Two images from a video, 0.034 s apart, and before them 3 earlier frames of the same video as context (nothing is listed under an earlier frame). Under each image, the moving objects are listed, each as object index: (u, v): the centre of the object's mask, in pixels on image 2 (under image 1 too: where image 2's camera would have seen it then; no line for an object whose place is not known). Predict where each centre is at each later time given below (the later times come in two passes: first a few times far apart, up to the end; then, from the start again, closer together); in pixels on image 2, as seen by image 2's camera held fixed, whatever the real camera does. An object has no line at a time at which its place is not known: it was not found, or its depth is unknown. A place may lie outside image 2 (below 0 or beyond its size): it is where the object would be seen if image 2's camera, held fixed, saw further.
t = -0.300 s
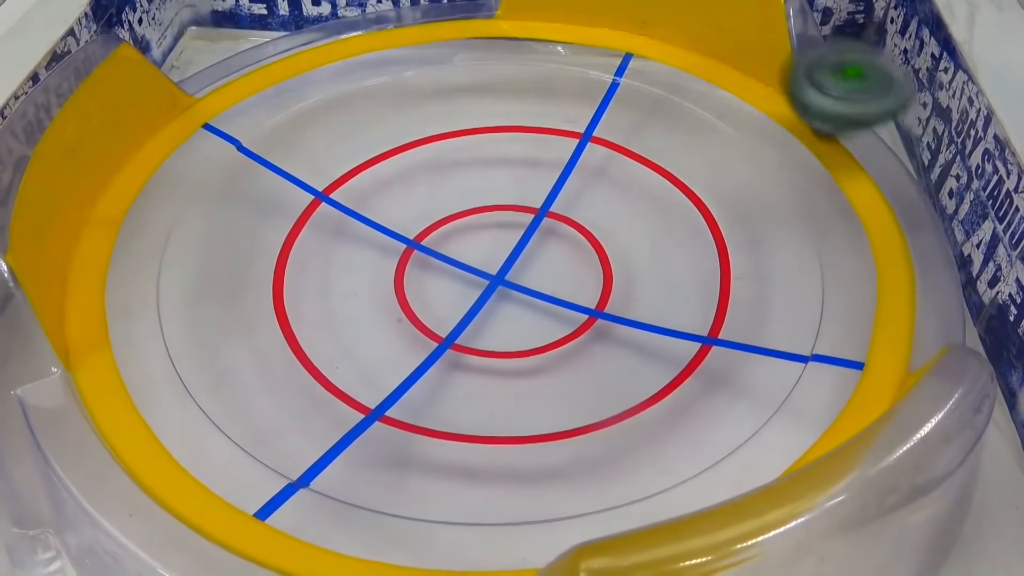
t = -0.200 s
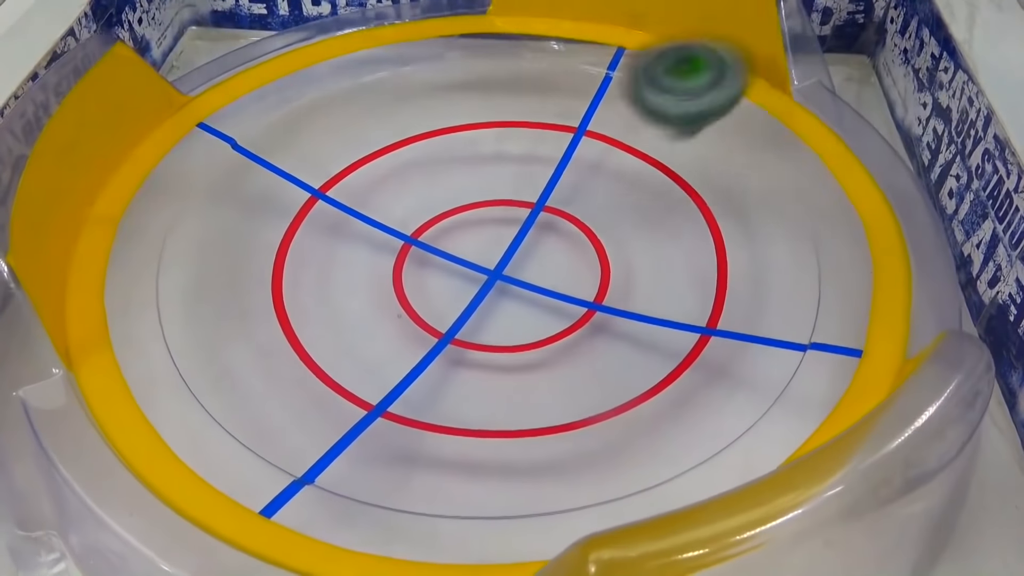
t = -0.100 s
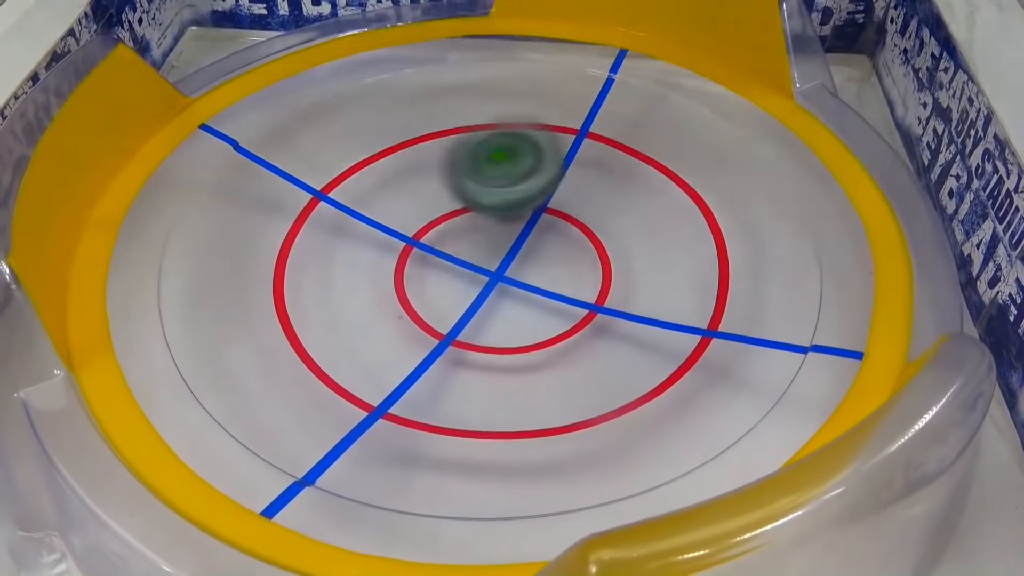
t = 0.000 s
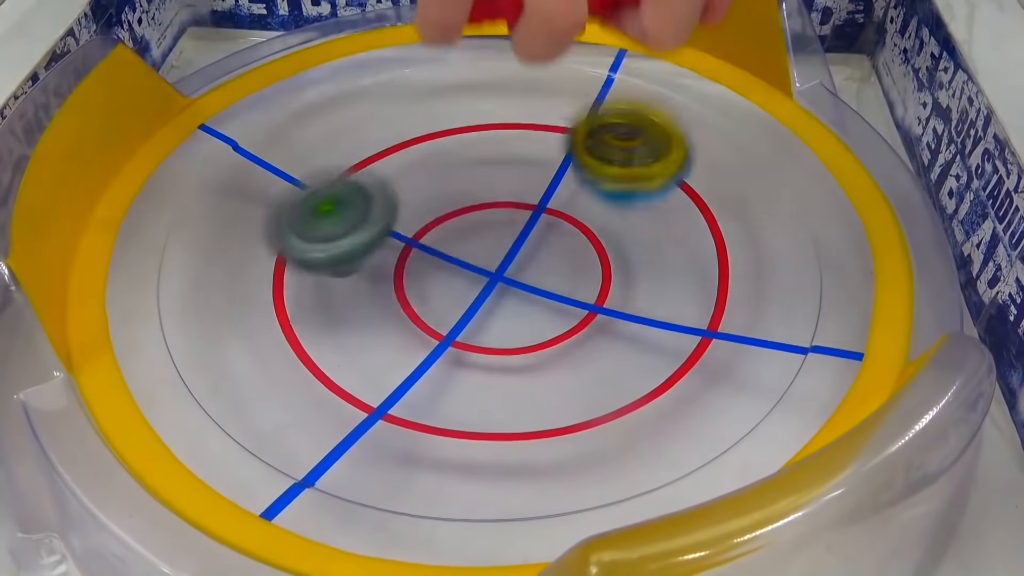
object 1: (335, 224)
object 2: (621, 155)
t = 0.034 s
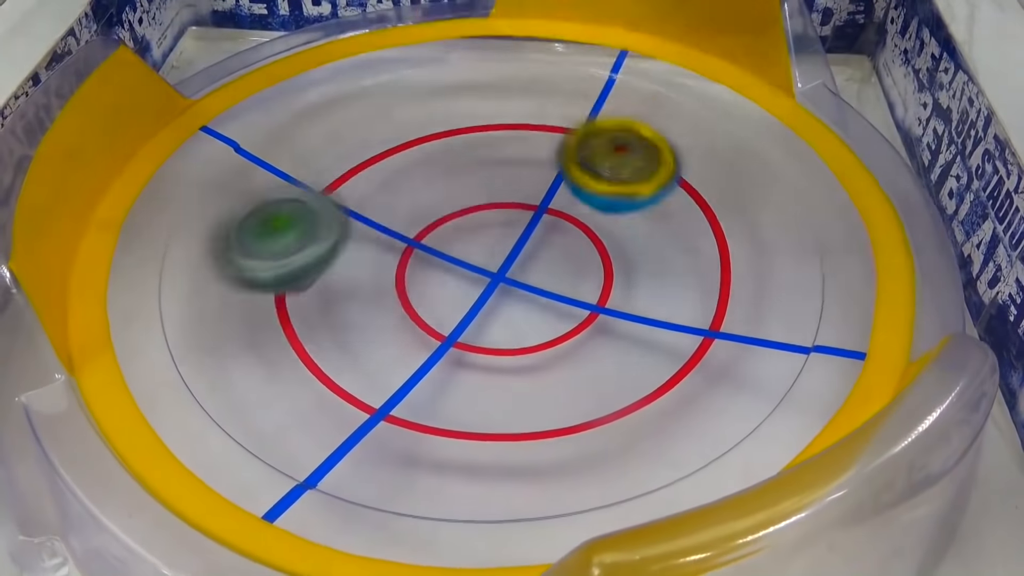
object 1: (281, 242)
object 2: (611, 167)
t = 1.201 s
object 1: (196, 177)
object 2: (431, 159)
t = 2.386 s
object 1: (330, 239)
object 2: (327, 381)
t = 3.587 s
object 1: (469, 293)
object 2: (813, 243)
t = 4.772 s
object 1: (545, 204)
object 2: (488, 33)
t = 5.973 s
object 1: (493, 227)
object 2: (226, 146)
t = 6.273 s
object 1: (465, 223)
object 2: (538, 382)
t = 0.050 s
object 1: (258, 249)
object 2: (606, 160)
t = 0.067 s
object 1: (238, 248)
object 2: (597, 157)
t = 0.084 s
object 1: (220, 259)
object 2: (587, 159)
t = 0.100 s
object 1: (204, 276)
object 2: (579, 168)
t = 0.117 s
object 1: (187, 283)
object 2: (566, 183)
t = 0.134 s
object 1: (175, 292)
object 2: (553, 193)
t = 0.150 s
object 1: (168, 305)
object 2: (542, 186)
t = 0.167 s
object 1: (168, 313)
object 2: (528, 186)
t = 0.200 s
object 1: (175, 337)
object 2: (499, 199)
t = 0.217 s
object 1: (184, 348)
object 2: (485, 207)
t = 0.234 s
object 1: (198, 358)
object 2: (472, 206)
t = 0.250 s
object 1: (212, 373)
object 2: (460, 211)
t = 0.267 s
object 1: (235, 383)
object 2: (450, 213)
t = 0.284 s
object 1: (261, 397)
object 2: (441, 215)
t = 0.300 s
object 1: (292, 403)
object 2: (432, 218)
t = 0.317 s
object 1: (322, 409)
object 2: (418, 224)
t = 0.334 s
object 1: (356, 417)
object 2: (412, 223)
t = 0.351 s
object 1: (388, 416)
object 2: (404, 228)
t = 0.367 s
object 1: (424, 420)
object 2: (400, 230)
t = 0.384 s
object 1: (458, 415)
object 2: (395, 230)
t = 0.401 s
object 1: (496, 411)
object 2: (389, 237)
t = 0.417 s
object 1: (535, 411)
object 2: (387, 242)
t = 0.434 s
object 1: (567, 402)
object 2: (385, 245)
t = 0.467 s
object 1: (632, 383)
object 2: (390, 251)
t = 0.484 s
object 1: (661, 370)
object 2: (393, 258)
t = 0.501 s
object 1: (690, 356)
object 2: (397, 258)
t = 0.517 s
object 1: (716, 339)
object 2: (402, 259)
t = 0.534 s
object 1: (739, 323)
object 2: (406, 264)
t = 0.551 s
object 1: (758, 307)
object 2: (419, 271)
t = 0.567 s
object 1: (774, 292)
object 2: (427, 271)
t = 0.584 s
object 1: (785, 274)
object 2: (438, 276)
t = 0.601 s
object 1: (794, 252)
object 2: (449, 273)
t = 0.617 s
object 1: (797, 239)
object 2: (464, 274)
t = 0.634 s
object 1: (798, 221)
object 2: (476, 276)
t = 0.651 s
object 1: (796, 204)
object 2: (490, 273)
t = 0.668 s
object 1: (792, 183)
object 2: (503, 274)
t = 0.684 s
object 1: (784, 169)
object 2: (517, 270)
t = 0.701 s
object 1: (774, 154)
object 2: (531, 267)
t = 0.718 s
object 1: (762, 141)
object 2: (545, 267)
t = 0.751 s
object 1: (732, 118)
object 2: (567, 258)
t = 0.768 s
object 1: (714, 108)
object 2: (580, 250)
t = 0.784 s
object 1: (695, 100)
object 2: (586, 244)
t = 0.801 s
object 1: (676, 92)
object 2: (596, 241)
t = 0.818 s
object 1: (657, 85)
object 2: (603, 229)
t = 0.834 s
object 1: (633, 80)
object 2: (612, 224)
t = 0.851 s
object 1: (612, 75)
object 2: (615, 222)
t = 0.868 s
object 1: (590, 71)
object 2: (617, 213)
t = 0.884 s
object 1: (566, 67)
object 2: (618, 205)
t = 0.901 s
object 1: (543, 64)
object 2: (619, 202)
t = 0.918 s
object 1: (518, 64)
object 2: (615, 192)
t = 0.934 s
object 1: (495, 64)
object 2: (613, 187)
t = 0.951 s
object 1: (471, 63)
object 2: (609, 187)
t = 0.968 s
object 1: (446, 68)
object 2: (602, 177)
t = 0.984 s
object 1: (421, 69)
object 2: (596, 174)
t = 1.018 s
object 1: (373, 74)
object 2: (576, 166)
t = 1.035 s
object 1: (351, 77)
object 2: (564, 165)
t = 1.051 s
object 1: (329, 80)
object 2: (551, 161)
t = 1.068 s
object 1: (308, 90)
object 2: (538, 157)
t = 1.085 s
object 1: (289, 96)
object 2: (525, 155)
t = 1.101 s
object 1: (271, 103)
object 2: (511, 153)
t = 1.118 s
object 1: (252, 112)
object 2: (498, 151)
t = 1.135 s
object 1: (236, 120)
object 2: (485, 151)
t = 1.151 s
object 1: (222, 132)
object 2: (470, 150)
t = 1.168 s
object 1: (209, 146)
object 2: (458, 153)
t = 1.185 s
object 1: (201, 159)
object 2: (443, 155)
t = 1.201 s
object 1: (196, 177)
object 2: (431, 159)
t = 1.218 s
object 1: (192, 194)
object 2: (418, 160)
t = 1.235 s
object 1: (191, 209)
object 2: (407, 167)
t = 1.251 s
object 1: (189, 230)
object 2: (396, 171)
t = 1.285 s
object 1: (198, 268)
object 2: (378, 184)
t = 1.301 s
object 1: (206, 289)
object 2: (371, 189)
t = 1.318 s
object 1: (217, 307)
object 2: (362, 199)
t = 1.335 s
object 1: (233, 327)
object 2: (357, 209)
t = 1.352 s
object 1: (251, 343)
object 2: (350, 220)
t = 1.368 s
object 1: (276, 360)
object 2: (347, 231)
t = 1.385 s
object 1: (300, 376)
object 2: (348, 243)
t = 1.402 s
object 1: (326, 392)
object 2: (346, 256)
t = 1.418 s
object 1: (354, 405)
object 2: (349, 261)
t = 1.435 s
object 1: (385, 414)
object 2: (353, 276)
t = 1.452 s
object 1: (419, 423)
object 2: (361, 292)
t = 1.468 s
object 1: (453, 427)
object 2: (371, 304)
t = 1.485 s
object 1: (486, 429)
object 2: (379, 315)
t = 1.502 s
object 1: (518, 427)
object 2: (393, 321)
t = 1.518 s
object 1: (550, 423)
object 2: (407, 332)
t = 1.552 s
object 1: (609, 411)
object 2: (447, 351)
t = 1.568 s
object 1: (635, 399)
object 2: (466, 357)
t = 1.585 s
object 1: (658, 388)
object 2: (486, 358)
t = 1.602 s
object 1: (684, 374)
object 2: (506, 362)
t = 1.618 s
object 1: (716, 362)
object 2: (517, 360)
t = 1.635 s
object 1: (743, 351)
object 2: (532, 348)
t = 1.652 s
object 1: (766, 339)
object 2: (545, 340)
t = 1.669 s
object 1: (787, 321)
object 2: (555, 339)
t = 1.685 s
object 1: (803, 305)
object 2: (565, 329)
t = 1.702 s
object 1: (808, 291)
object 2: (579, 320)
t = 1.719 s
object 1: (811, 273)
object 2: (591, 309)
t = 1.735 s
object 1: (812, 257)
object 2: (603, 294)
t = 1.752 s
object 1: (809, 238)
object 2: (611, 283)
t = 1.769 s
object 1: (804, 223)
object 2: (617, 268)
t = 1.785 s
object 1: (794, 207)
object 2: (624, 255)
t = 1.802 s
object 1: (784, 192)
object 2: (629, 238)
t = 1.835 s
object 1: (764, 161)
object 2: (625, 207)
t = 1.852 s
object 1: (774, 143)
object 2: (603, 192)
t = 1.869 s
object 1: (777, 126)
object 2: (577, 182)
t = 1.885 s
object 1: (777, 112)
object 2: (554, 168)
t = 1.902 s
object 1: (775, 97)
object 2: (528, 156)
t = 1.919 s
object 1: (770, 83)
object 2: (506, 146)
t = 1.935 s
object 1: (762, 73)
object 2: (478, 137)
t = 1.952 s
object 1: (743, 73)
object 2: (455, 127)
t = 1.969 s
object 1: (728, 73)
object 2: (433, 115)
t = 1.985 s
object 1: (709, 71)
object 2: (410, 106)
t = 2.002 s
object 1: (690, 73)
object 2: (389, 102)
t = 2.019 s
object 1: (670, 76)
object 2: (366, 95)
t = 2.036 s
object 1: (649, 76)
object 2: (348, 93)
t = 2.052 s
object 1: (628, 79)
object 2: (326, 86)
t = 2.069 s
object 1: (608, 81)
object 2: (308, 86)
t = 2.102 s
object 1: (566, 84)
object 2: (270, 86)
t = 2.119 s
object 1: (545, 87)
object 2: (254, 91)
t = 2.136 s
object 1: (523, 91)
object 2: (247, 98)
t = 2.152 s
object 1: (501, 98)
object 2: (242, 112)
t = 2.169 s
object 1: (480, 102)
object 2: (234, 123)
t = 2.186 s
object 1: (460, 110)
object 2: (229, 138)
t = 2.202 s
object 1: (442, 116)
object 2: (226, 151)
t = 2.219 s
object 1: (424, 125)
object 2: (222, 171)
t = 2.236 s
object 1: (408, 134)
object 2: (218, 189)
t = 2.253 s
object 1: (393, 145)
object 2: (218, 209)
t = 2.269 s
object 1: (380, 155)
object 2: (222, 229)
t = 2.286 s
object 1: (367, 166)
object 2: (226, 255)
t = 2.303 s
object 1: (356, 175)
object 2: (228, 275)
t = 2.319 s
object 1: (346, 187)
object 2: (241, 299)
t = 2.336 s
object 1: (340, 202)
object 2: (256, 317)
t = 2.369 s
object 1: (331, 230)
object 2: (299, 362)
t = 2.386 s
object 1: (330, 239)
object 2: (327, 381)
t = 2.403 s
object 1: (330, 254)
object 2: (360, 397)
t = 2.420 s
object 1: (331, 267)
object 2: (401, 415)
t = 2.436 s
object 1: (336, 280)
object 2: (438, 423)
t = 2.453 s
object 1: (340, 292)
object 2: (473, 428)
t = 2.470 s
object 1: (348, 300)
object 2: (513, 435)
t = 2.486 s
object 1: (356, 311)
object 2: (552, 428)
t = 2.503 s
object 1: (366, 317)
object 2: (590, 426)
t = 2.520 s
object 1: (377, 323)
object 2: (633, 427)
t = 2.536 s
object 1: (390, 332)
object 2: (667, 414)
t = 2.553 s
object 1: (401, 335)
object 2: (696, 400)
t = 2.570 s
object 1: (416, 341)
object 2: (727, 391)
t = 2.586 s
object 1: (432, 342)
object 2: (750, 381)
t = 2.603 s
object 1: (448, 344)
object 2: (769, 358)
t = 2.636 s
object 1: (487, 344)
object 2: (802, 323)
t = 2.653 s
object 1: (504, 342)
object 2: (806, 298)
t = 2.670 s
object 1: (520, 340)
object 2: (807, 277)
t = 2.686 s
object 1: (537, 335)
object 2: (804, 257)
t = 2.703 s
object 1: (553, 329)
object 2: (802, 234)
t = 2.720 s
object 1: (565, 324)
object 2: (797, 212)
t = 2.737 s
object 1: (579, 316)
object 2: (788, 192)
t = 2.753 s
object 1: (590, 309)
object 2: (778, 171)
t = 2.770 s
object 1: (596, 299)
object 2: (769, 153)
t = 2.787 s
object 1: (602, 291)
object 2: (757, 133)
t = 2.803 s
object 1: (606, 281)
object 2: (743, 117)
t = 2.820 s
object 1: (610, 272)
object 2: (727, 101)
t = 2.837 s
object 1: (610, 264)
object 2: (710, 88)
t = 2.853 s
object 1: (611, 253)
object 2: (691, 74)
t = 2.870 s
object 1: (609, 245)
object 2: (673, 65)
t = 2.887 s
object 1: (608, 238)
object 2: (650, 58)
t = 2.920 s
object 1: (601, 220)
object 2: (595, 45)
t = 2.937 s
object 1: (594, 213)
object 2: (569, 40)
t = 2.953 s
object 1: (588, 206)
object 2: (542, 33)
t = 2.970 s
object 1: (578, 201)
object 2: (513, 33)
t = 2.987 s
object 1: (571, 195)
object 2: (485, 32)
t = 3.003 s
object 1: (561, 190)
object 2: (455, 33)
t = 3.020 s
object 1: (552, 185)
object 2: (428, 36)
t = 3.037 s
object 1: (540, 180)
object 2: (398, 41)
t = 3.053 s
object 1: (528, 176)
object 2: (367, 48)
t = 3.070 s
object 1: (515, 174)
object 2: (339, 56)
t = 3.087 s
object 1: (502, 171)
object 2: (313, 66)
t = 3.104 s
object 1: (489, 169)
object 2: (290, 78)
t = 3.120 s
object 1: (477, 167)
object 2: (269, 88)
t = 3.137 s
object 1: (464, 167)
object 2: (245, 105)
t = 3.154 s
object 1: (450, 167)
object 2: (227, 118)
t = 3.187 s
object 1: (424, 169)
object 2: (195, 157)
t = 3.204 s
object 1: (413, 173)
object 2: (179, 183)
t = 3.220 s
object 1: (402, 176)
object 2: (168, 205)
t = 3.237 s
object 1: (391, 179)
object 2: (163, 228)
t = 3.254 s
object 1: (380, 184)
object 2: (162, 253)
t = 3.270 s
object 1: (373, 188)
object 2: (164, 281)
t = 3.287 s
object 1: (366, 195)
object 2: (174, 308)
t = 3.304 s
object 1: (362, 202)
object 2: (190, 333)
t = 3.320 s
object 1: (358, 208)
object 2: (214, 362)
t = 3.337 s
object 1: (354, 217)
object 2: (243, 376)
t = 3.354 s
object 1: (352, 226)
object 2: (279, 400)
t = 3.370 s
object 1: (350, 233)
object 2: (323, 433)
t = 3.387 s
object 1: (350, 242)
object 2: (368, 447)
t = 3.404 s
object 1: (351, 253)
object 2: (414, 458)
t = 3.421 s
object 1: (355, 260)
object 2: (471, 464)
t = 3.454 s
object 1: (366, 274)
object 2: (585, 450)
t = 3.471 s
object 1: (376, 280)
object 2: (636, 424)
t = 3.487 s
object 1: (385, 281)
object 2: (683, 418)
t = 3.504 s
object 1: (396, 286)
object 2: (725, 396)
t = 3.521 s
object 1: (411, 290)
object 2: (761, 365)
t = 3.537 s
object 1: (424, 291)
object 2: (785, 339)
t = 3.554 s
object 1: (439, 294)
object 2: (800, 305)
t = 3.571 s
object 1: (455, 294)
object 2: (810, 278)
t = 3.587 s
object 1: (469, 293)
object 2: (813, 243)
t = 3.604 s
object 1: (481, 291)
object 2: (810, 215)
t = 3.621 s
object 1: (495, 288)
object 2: (803, 188)
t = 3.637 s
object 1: (508, 285)
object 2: (793, 164)
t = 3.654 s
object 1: (519, 280)
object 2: (773, 139)
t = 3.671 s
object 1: (530, 271)
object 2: (752, 119)
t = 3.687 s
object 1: (537, 267)
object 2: (730, 100)
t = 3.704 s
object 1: (544, 260)
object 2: (704, 83)
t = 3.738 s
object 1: (560, 245)
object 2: (647, 57)
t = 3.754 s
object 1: (563, 237)
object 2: (619, 48)
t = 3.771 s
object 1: (566, 229)
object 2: (590, 40)
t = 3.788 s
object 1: (566, 222)
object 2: (559, 36)
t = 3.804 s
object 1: (567, 214)
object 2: (525, 33)
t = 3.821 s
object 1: (566, 204)
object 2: (494, 32)
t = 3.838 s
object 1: (563, 198)
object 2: (463, 32)
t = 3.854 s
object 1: (558, 191)
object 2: (432, 34)
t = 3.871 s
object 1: (555, 183)
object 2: (401, 40)
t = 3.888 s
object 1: (549, 176)
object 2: (373, 45)
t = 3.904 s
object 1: (541, 169)
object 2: (345, 52)
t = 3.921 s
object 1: (534, 162)
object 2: (319, 62)
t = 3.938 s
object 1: (525, 158)
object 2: (293, 73)
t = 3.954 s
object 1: (517, 153)
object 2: (271, 85)
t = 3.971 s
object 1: (509, 150)
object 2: (249, 98)
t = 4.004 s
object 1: (489, 144)
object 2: (213, 132)
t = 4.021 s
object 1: (481, 144)
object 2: (196, 152)
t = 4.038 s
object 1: (471, 145)
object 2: (183, 173)
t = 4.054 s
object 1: (461, 145)
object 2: (172, 196)
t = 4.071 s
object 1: (453, 146)
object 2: (166, 220)
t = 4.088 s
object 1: (445, 149)
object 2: (164, 246)
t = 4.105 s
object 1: (439, 152)
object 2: (163, 270)
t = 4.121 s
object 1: (433, 157)
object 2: (169, 296)
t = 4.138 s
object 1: (428, 162)
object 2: (181, 325)
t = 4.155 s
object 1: (425, 165)
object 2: (198, 348)
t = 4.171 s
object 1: (424, 172)
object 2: (222, 372)
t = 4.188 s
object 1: (423, 178)
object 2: (251, 394)
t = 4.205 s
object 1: (421, 187)
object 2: (285, 414)
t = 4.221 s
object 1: (422, 191)
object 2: (327, 437)
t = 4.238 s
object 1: (423, 197)
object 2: (370, 447)
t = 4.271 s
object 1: (426, 209)
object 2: (457, 457)
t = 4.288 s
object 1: (428, 217)
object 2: (507, 456)
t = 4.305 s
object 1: (430, 222)
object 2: (556, 453)
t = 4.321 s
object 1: (434, 228)
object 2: (606, 445)
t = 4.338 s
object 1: (437, 233)
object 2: (648, 432)
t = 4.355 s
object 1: (439, 238)
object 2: (681, 417)
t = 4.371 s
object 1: (441, 241)
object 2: (727, 395)
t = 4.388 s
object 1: (445, 245)
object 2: (750, 371)
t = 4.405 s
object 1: (447, 245)
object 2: (771, 350)
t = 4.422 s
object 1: (450, 247)
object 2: (783, 322)
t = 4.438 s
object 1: (456, 251)
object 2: (800, 300)
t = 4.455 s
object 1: (463, 250)
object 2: (810, 275)
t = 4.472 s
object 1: (470, 252)
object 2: (815, 250)
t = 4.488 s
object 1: (477, 253)
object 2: (807, 226)
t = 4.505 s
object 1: (483, 250)
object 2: (802, 205)
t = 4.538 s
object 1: (502, 249)
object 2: (788, 162)
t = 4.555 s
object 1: (508, 248)
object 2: (775, 145)
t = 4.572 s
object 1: (516, 247)
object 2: (760, 129)
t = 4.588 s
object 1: (524, 245)
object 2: (750, 113)
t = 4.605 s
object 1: (532, 241)
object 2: (728, 100)
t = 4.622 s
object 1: (538, 234)
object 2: (710, 86)
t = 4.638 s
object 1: (544, 231)
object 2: (686, 75)
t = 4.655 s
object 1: (548, 226)
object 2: (663, 65)
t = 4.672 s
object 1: (552, 224)
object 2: (640, 56)
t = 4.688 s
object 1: (553, 221)
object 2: (616, 50)
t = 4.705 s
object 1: (553, 217)
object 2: (591, 44)
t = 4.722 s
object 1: (554, 213)
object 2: (564, 40)
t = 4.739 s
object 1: (553, 209)
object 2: (538, 37)
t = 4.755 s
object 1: (550, 207)
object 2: (515, 34)
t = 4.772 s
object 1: (545, 204)
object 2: (488, 33)
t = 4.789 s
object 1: (541, 202)
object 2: (461, 34)
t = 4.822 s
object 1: (526, 198)
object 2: (408, 41)
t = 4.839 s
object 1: (518, 196)
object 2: (383, 46)
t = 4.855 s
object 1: (512, 195)
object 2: (360, 51)
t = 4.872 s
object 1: (505, 194)
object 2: (336, 58)
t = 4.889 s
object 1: (498, 194)
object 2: (312, 69)
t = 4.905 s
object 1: (491, 193)
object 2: (292, 78)
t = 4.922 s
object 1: (486, 192)
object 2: (276, 87)
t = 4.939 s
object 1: (481, 192)
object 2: (259, 98)
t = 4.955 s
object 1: (475, 190)
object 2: (240, 111)
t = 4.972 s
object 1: (471, 192)
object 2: (225, 128)
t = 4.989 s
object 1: (469, 194)
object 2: (212, 146)
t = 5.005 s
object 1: (464, 195)
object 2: (197, 164)
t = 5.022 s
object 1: (459, 196)
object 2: (190, 183)
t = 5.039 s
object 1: (457, 197)
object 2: (187, 204)
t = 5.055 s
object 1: (457, 200)
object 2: (185, 227)
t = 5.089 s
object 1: (454, 205)
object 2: (193, 273)
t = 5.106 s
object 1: (456, 209)
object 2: (202, 293)
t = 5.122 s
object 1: (458, 213)
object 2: (212, 317)
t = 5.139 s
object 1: (460, 217)
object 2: (228, 341)
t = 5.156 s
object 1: (463, 224)
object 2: (253, 365)
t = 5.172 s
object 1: (467, 227)
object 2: (282, 385)
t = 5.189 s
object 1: (470, 231)
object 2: (314, 401)
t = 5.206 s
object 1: (474, 233)
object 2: (354, 416)
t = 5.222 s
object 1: (480, 233)
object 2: (390, 426)
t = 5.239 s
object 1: (487, 238)
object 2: (430, 433)
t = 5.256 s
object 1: (491, 240)
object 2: (465, 433)
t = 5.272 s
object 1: (496, 241)
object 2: (502, 432)
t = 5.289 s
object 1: (502, 244)
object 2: (542, 430)
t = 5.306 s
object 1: (506, 246)
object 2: (583, 422)
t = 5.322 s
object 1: (508, 247)
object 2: (610, 411)
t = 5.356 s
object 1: (516, 250)
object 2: (672, 382)
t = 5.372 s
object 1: (518, 251)
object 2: (698, 364)
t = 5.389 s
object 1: (520, 253)
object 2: (720, 346)
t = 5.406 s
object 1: (522, 254)
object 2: (736, 324)
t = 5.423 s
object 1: (522, 255)
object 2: (751, 303)
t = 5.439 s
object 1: (521, 255)
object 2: (758, 281)
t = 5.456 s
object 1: (521, 256)
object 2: (762, 262)
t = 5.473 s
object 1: (521, 256)
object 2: (766, 240)
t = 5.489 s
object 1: (517, 255)
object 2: (762, 219)
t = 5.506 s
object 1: (513, 253)
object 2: (758, 197)
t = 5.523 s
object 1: (510, 251)
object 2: (749, 180)
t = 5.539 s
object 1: (506, 250)
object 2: (738, 164)
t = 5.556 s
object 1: (501, 249)
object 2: (726, 147)
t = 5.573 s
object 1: (498, 247)
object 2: (711, 132)
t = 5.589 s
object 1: (497, 246)
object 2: (694, 117)
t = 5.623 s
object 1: (489, 241)
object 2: (654, 94)
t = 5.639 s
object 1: (487, 238)
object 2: (637, 85)
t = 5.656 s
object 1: (483, 235)
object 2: (615, 74)
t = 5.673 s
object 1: (479, 232)
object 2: (593, 67)
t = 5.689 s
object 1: (478, 228)
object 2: (570, 61)
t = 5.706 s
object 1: (477, 224)
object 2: (547, 57)
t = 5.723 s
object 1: (476, 221)
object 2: (525, 54)
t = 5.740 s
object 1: (477, 217)
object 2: (499, 48)
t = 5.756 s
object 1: (480, 217)
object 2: (475, 47)
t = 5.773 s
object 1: (481, 216)
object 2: (451, 49)
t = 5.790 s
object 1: (484, 214)
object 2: (428, 51)
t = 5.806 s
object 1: (487, 214)
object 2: (403, 54)
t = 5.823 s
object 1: (489, 212)
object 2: (384, 57)
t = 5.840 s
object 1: (489, 211)
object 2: (361, 62)
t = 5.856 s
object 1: (492, 211)
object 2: (339, 69)
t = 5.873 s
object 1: (493, 213)
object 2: (319, 76)
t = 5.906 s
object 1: (494, 215)
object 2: (283, 93)
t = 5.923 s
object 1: (496, 218)
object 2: (267, 104)
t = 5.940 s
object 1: (494, 219)
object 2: (251, 117)
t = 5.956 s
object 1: (493, 223)
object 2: (240, 131)
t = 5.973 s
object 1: (493, 227)
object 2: (226, 146)
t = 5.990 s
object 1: (489, 229)
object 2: (219, 161)
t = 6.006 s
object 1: (487, 232)
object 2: (214, 177)
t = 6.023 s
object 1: (486, 236)
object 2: (208, 197)
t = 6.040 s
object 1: (482, 241)
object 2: (210, 215)
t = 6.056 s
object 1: (477, 243)
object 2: (214, 235)
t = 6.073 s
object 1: (475, 243)
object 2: (218, 253)
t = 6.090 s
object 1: (472, 243)
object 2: (234, 273)
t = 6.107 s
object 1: (468, 244)
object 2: (240, 293)
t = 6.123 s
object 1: (466, 243)
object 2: (258, 313)
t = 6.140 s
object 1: (463, 242)
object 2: (283, 330)
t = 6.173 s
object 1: (461, 238)
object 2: (340, 355)
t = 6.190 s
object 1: (462, 237)
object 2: (375, 372)
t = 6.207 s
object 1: (461, 234)
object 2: (403, 379)
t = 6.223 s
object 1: (461, 230)
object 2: (442, 386)
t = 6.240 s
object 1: (463, 228)
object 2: (471, 386)
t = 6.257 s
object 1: (464, 227)
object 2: (506, 382)
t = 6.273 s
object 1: (465, 223)
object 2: (538, 382)
